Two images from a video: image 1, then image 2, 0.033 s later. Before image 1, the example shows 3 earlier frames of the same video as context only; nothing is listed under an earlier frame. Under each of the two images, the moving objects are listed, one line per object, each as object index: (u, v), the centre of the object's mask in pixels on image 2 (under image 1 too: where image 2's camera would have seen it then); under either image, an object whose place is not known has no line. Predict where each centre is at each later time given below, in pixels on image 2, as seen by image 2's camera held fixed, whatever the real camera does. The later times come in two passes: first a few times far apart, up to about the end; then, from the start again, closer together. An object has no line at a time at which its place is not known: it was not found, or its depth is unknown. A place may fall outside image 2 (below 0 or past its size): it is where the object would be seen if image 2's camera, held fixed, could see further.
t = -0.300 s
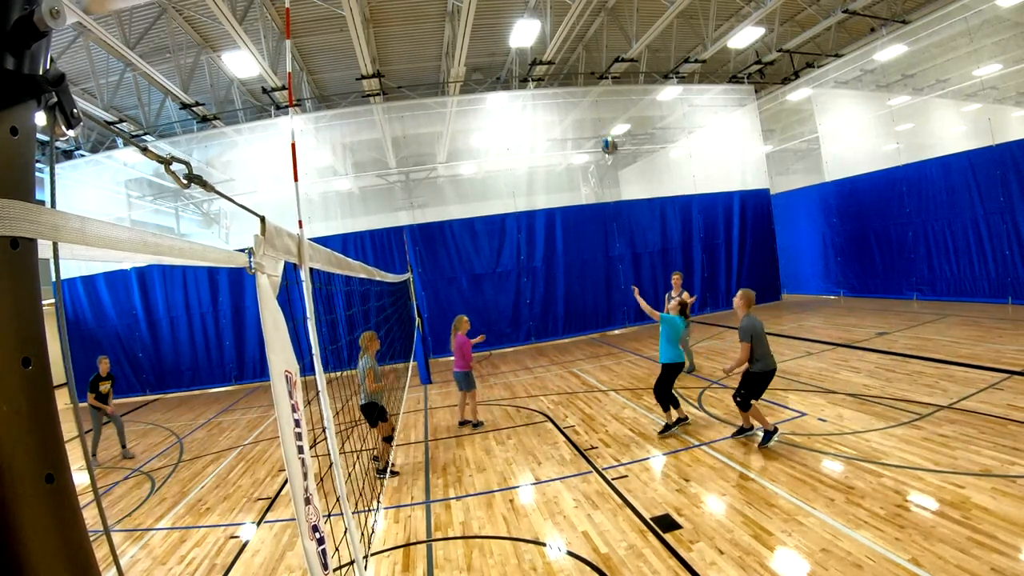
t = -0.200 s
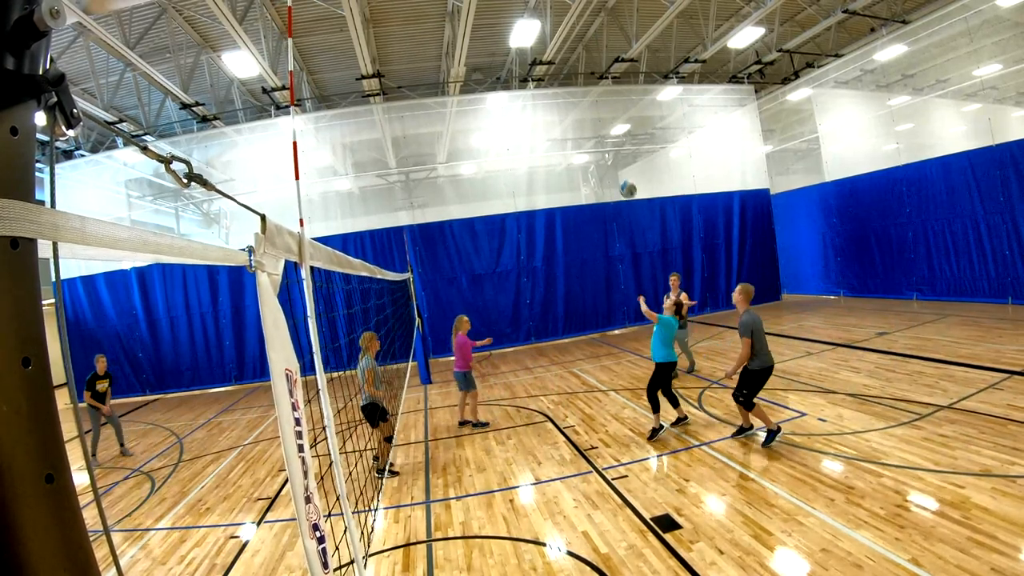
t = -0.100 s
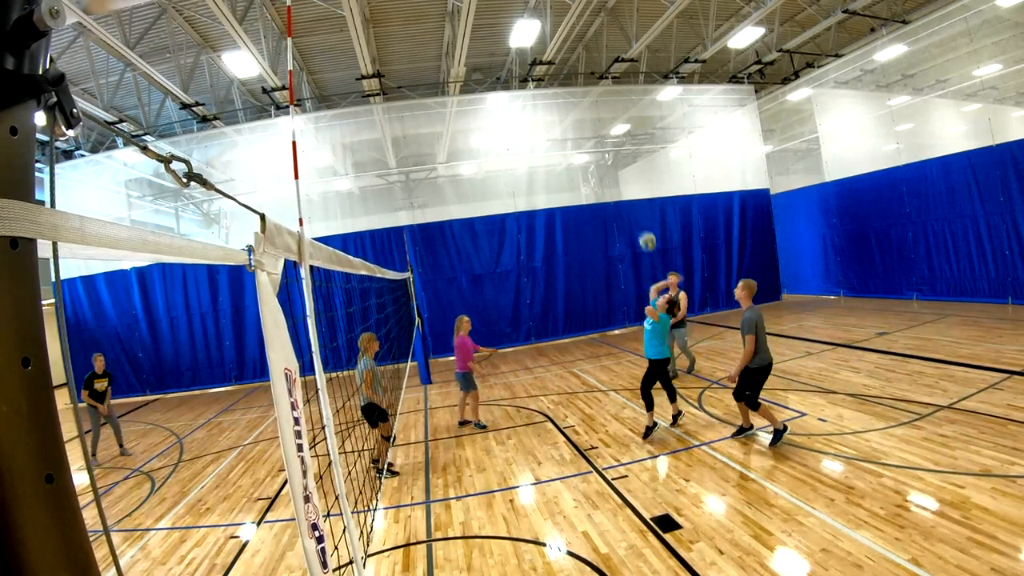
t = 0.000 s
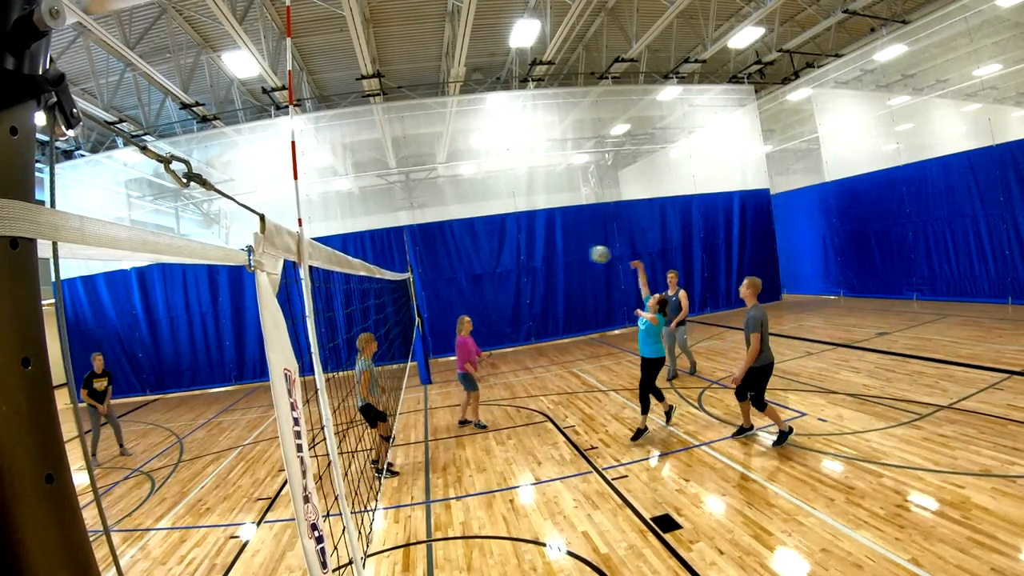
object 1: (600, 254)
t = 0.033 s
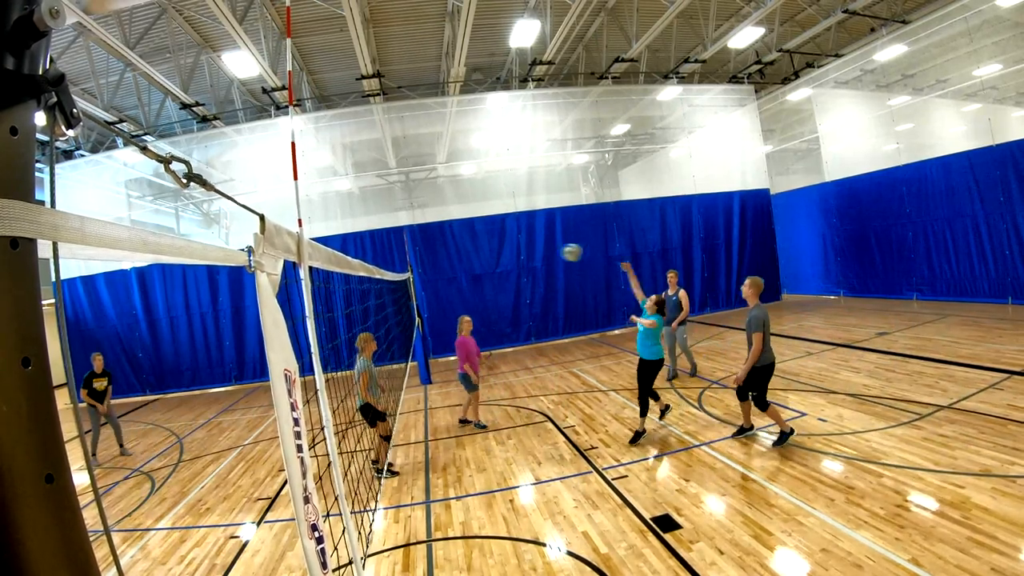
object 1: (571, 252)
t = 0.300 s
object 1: (357, 279)
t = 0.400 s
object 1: (292, 299)
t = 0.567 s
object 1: (202, 351)
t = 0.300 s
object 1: (357, 279)
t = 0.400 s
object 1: (292, 299)
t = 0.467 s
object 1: (252, 318)
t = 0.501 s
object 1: (236, 329)
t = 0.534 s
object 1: (219, 340)
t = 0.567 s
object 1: (202, 351)
